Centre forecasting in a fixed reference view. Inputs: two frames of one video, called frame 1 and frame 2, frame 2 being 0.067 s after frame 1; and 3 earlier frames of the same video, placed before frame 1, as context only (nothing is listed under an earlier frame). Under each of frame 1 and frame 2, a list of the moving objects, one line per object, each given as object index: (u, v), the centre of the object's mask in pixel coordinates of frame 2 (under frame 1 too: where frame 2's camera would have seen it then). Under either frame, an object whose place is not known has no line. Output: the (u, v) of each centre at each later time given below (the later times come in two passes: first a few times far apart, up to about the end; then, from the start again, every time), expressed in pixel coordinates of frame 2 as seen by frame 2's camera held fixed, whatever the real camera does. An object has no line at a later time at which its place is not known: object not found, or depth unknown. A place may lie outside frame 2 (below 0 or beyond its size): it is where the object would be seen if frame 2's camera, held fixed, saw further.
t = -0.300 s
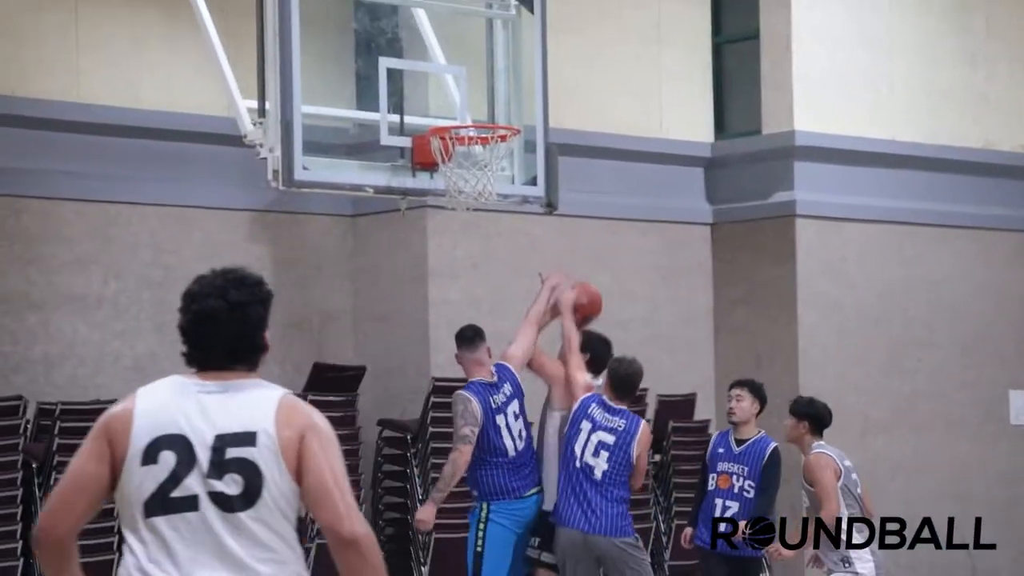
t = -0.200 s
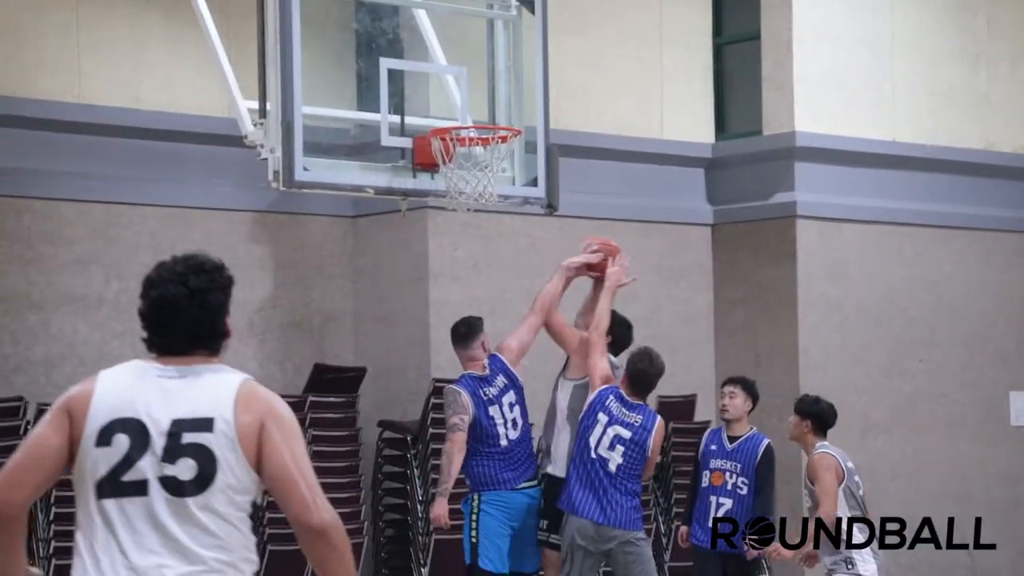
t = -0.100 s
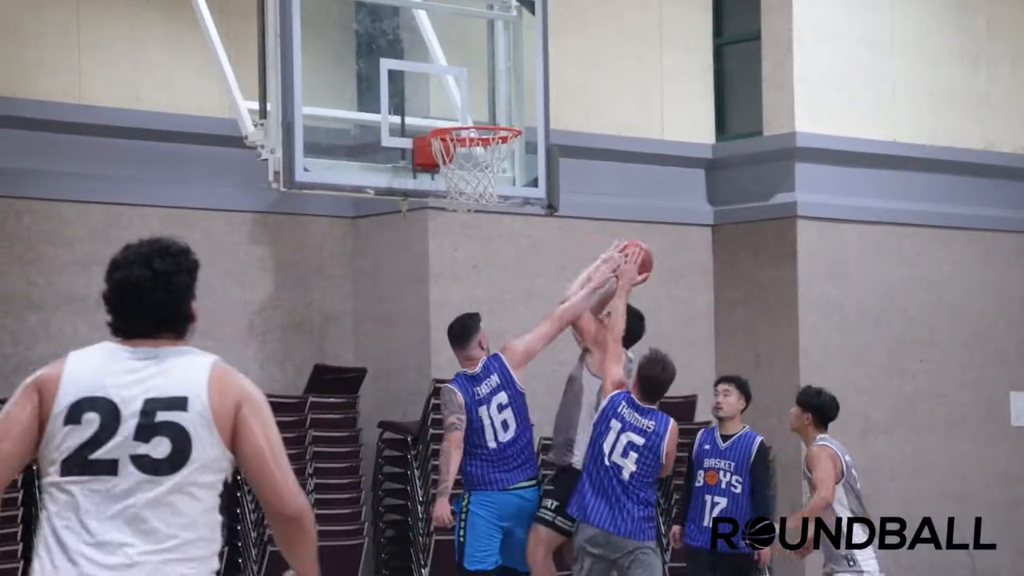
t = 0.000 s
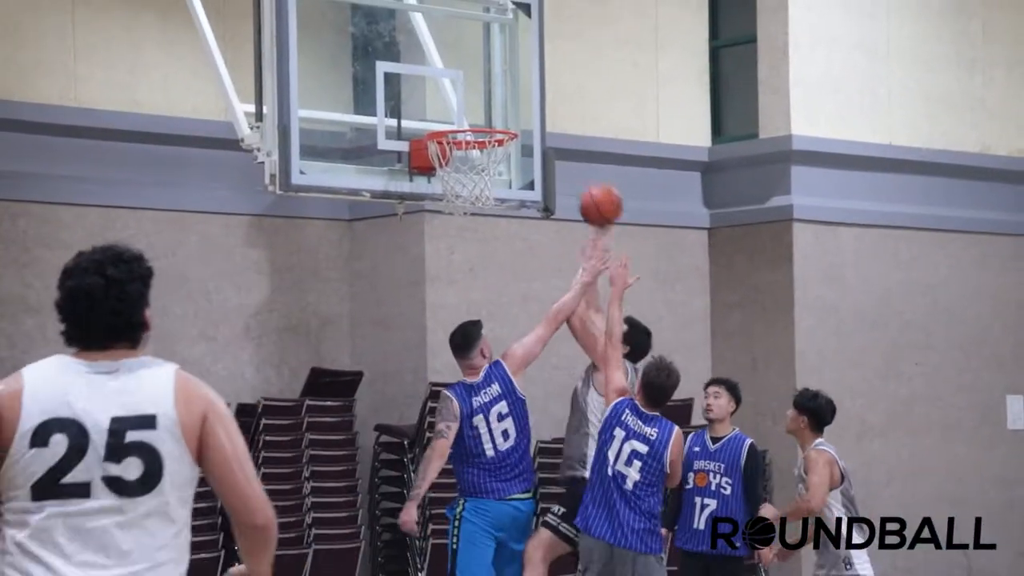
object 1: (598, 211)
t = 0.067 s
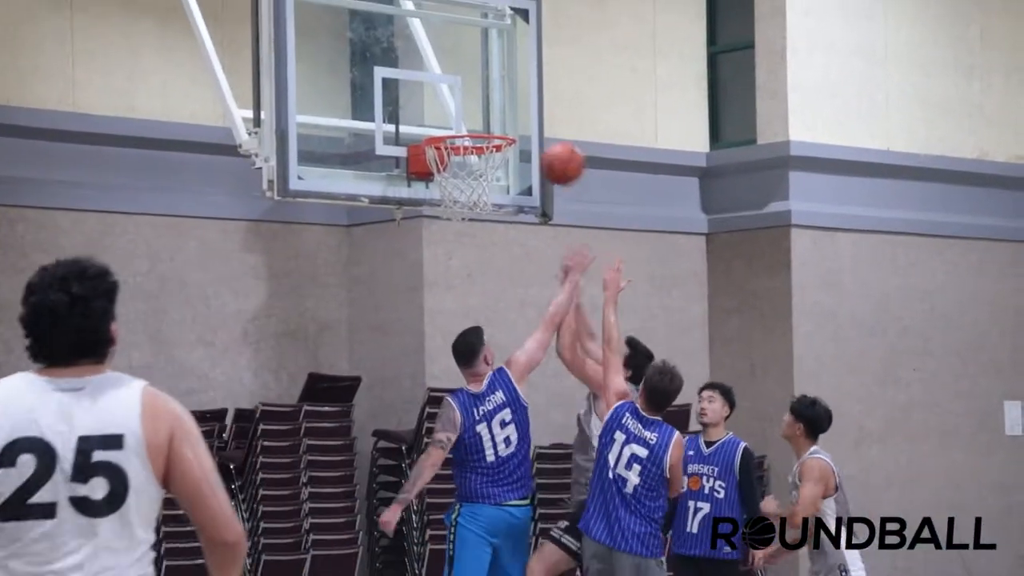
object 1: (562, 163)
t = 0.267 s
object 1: (484, 77)
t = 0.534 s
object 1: (488, 107)
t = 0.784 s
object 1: (476, 119)
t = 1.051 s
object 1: (463, 228)
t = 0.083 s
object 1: (553, 153)
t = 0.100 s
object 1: (544, 143)
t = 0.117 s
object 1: (535, 133)
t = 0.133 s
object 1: (525, 123)
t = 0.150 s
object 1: (516, 115)
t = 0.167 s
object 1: (507, 106)
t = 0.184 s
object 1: (498, 99)
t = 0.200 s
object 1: (489, 92)
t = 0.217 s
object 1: (484, 86)
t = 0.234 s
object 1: (483, 83)
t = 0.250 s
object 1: (483, 80)
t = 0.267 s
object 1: (484, 77)
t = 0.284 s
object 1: (484, 75)
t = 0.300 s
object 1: (484, 74)
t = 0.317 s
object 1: (484, 73)
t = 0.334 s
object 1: (484, 72)
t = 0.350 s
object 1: (484, 72)
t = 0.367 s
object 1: (484, 73)
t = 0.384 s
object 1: (485, 73)
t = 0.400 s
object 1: (485, 75)
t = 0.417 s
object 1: (485, 77)
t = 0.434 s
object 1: (486, 80)
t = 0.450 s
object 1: (486, 83)
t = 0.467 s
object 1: (486, 87)
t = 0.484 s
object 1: (487, 91)
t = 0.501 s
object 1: (487, 96)
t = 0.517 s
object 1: (487, 101)
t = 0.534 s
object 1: (488, 107)
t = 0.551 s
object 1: (488, 113)
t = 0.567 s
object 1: (488, 116)
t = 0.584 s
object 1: (487, 114)
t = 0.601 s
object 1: (486, 112)
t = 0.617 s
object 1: (485, 110)
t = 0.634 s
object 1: (484, 109)
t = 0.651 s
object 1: (483, 109)
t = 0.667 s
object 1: (483, 109)
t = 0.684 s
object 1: (482, 109)
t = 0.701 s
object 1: (481, 110)
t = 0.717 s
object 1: (480, 111)
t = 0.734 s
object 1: (478, 113)
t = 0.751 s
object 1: (478, 115)
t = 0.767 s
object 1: (477, 117)
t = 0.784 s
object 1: (476, 119)
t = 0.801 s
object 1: (475, 121)
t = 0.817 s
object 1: (474, 123)
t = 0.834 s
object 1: (474, 133)
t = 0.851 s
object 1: (472, 142)
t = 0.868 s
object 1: (472, 150)
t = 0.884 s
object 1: (471, 155)
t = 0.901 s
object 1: (470, 161)
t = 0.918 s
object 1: (469, 167)
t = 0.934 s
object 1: (467, 176)
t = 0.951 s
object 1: (466, 185)
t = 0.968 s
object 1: (466, 192)
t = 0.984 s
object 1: (466, 198)
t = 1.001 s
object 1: (464, 206)
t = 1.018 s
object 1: (465, 217)
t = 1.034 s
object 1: (464, 221)
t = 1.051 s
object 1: (463, 228)
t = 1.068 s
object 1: (462, 237)
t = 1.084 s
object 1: (462, 245)
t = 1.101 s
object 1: (461, 255)
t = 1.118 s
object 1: (461, 265)
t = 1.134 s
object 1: (460, 276)
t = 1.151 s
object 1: (460, 287)
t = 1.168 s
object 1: (459, 298)
